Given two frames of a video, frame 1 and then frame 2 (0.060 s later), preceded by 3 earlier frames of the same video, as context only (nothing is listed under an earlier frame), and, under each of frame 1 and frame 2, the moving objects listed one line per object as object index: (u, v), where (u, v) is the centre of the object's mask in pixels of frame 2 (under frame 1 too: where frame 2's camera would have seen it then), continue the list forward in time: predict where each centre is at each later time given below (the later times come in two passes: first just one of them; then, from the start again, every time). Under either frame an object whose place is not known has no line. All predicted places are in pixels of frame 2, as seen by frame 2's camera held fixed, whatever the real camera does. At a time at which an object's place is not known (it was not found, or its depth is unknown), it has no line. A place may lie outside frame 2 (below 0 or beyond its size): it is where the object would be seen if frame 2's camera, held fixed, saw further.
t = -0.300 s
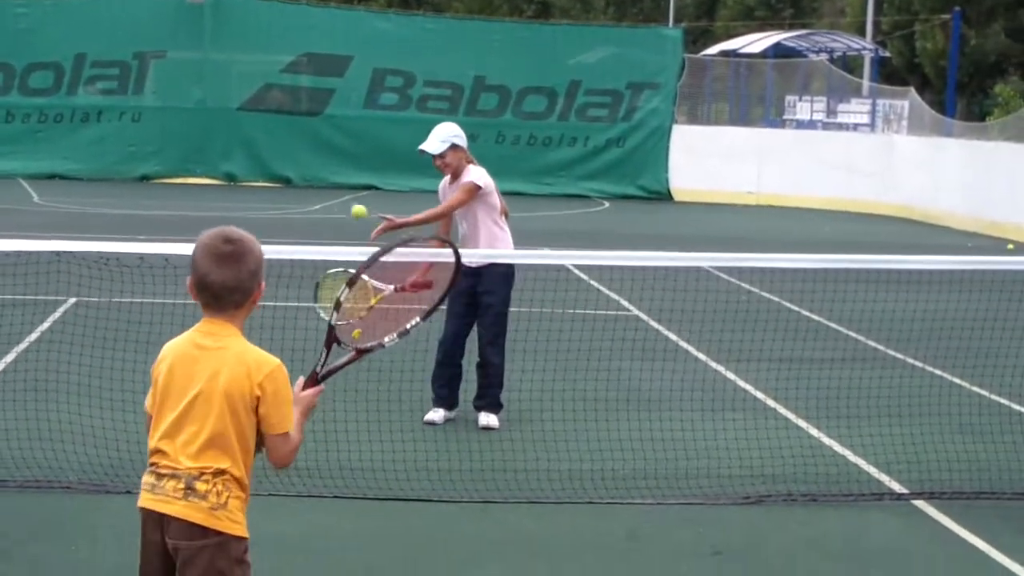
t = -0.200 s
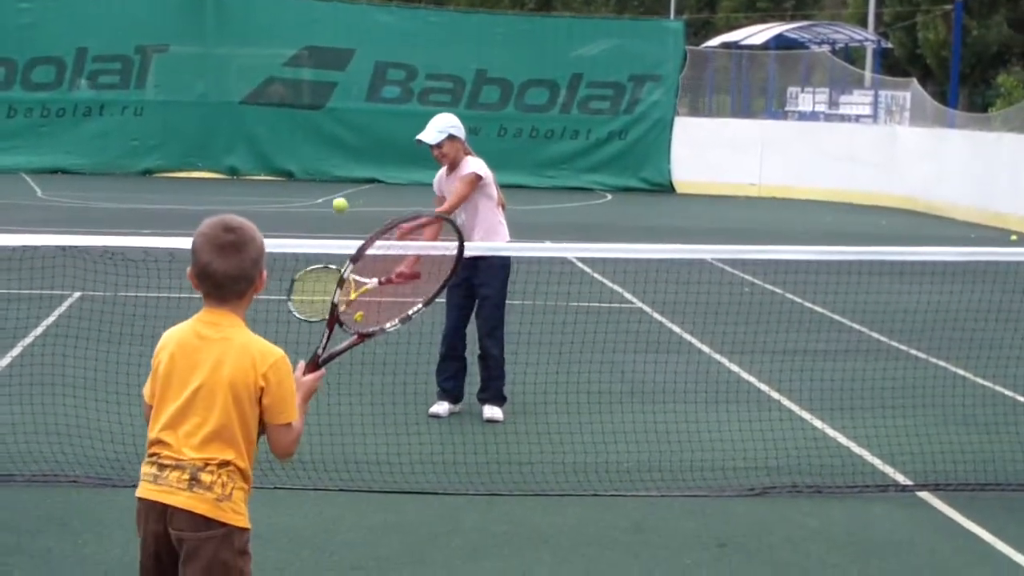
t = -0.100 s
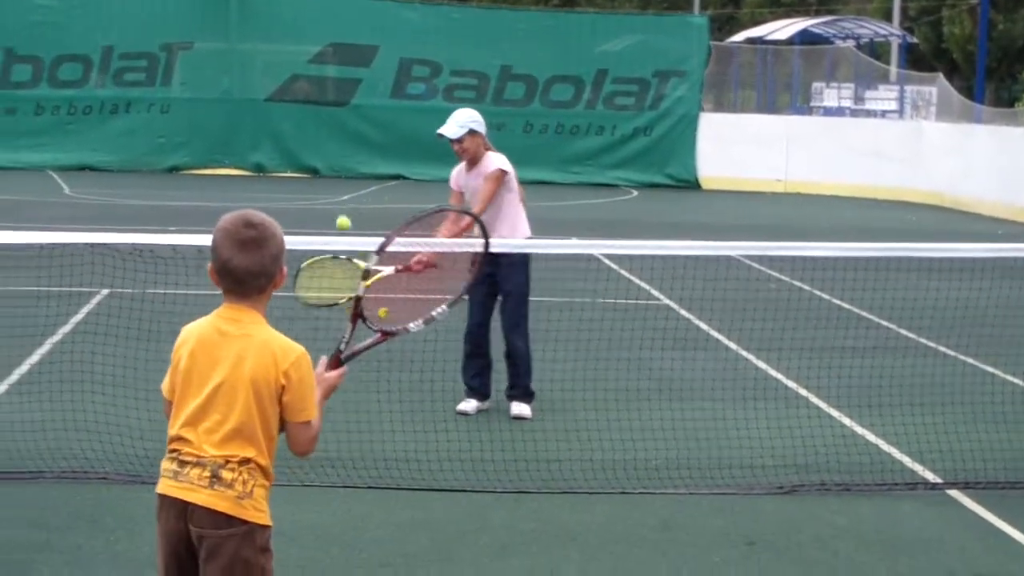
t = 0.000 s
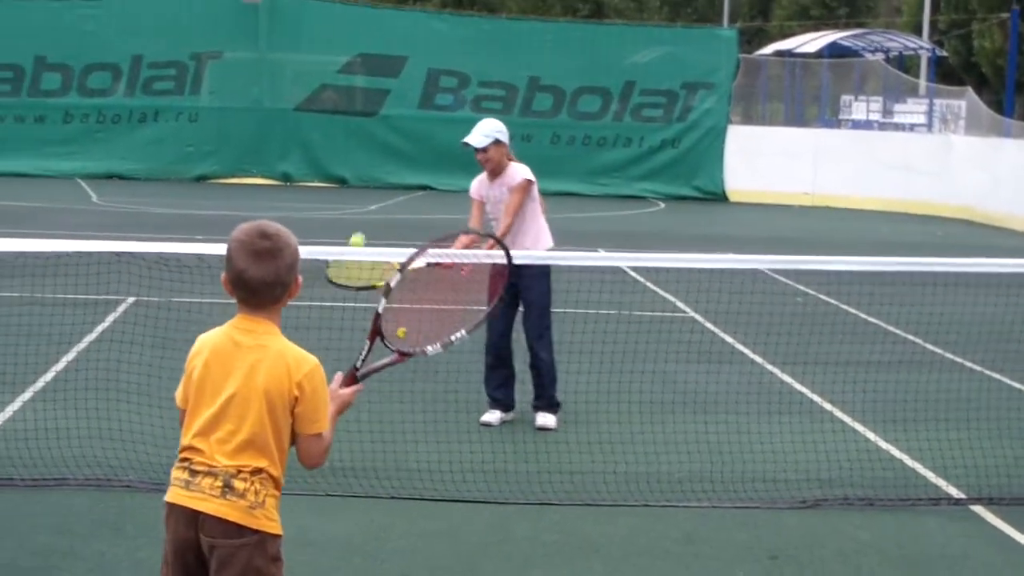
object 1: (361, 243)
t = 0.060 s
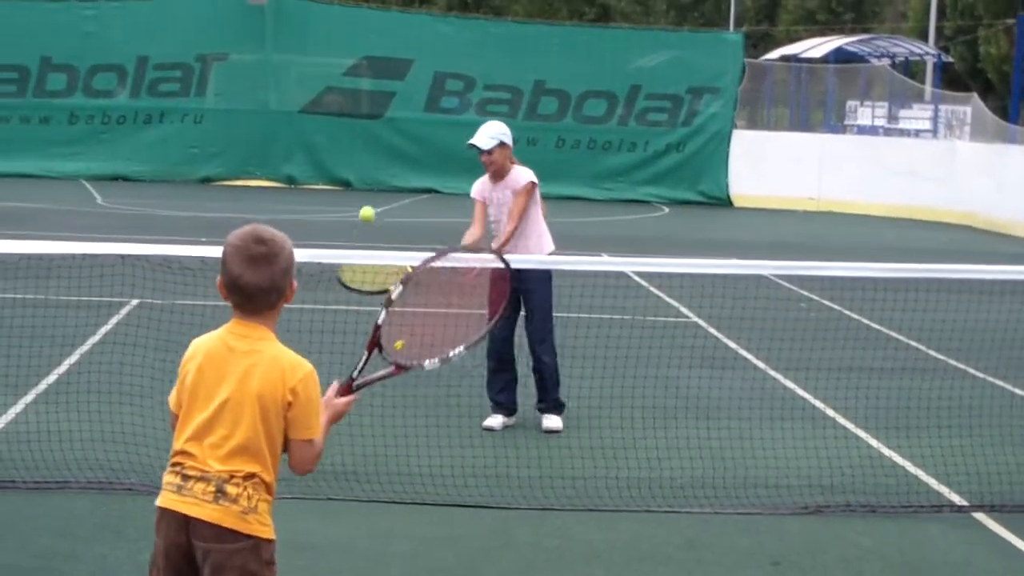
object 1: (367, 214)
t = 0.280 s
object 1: (387, 161)
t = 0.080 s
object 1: (369, 205)
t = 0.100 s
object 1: (371, 197)
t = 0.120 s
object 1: (372, 189)
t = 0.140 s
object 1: (374, 183)
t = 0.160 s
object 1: (376, 177)
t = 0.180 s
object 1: (378, 172)
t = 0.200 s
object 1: (380, 168)
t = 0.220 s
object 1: (381, 165)
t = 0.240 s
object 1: (383, 162)
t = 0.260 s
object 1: (385, 161)
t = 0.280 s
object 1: (387, 161)
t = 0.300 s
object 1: (389, 162)
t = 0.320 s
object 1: (391, 164)
